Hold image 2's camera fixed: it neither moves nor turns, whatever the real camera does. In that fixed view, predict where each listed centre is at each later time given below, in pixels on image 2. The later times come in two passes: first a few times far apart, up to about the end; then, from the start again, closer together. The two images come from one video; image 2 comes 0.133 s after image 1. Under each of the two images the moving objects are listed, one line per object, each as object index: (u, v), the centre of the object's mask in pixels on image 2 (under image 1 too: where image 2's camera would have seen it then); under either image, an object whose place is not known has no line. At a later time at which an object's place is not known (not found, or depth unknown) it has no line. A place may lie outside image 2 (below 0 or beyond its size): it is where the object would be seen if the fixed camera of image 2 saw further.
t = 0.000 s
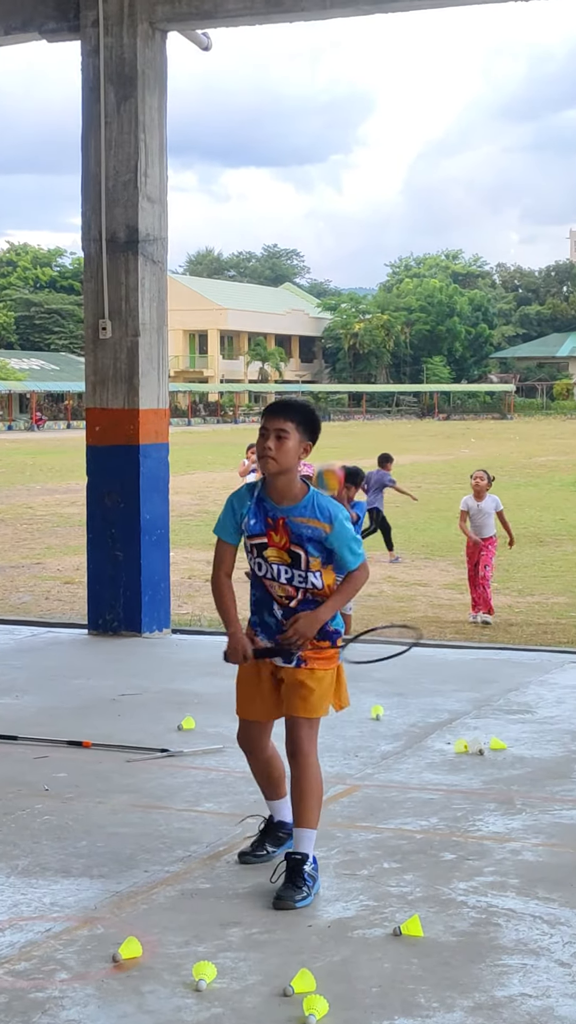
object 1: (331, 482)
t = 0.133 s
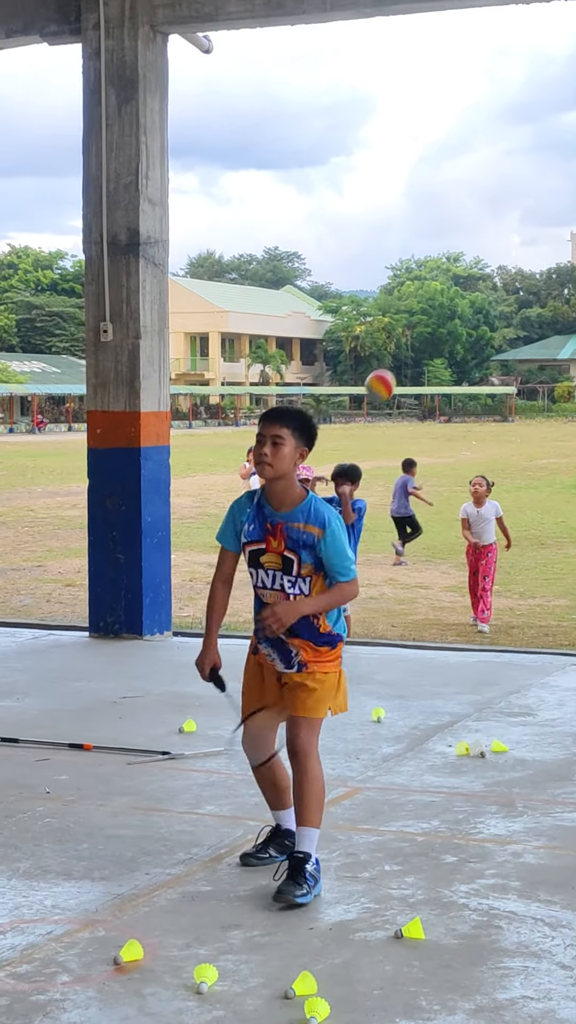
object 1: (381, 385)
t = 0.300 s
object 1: (437, 324)
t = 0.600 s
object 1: (525, 316)
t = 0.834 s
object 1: (575, 381)
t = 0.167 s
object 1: (394, 368)
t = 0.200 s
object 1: (404, 354)
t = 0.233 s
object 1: (416, 343)
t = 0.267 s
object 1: (426, 332)
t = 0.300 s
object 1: (437, 324)
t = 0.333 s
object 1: (447, 316)
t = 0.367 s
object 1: (458, 311)
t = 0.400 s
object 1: (468, 307)
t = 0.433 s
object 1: (478, 305)
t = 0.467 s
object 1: (487, 304)
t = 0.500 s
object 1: (497, 306)
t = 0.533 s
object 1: (506, 308)
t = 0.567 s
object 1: (515, 311)
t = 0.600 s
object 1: (525, 316)
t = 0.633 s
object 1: (533, 323)
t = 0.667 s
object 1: (542, 330)
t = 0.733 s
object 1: (558, 347)
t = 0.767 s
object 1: (566, 357)
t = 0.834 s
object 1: (575, 381)
